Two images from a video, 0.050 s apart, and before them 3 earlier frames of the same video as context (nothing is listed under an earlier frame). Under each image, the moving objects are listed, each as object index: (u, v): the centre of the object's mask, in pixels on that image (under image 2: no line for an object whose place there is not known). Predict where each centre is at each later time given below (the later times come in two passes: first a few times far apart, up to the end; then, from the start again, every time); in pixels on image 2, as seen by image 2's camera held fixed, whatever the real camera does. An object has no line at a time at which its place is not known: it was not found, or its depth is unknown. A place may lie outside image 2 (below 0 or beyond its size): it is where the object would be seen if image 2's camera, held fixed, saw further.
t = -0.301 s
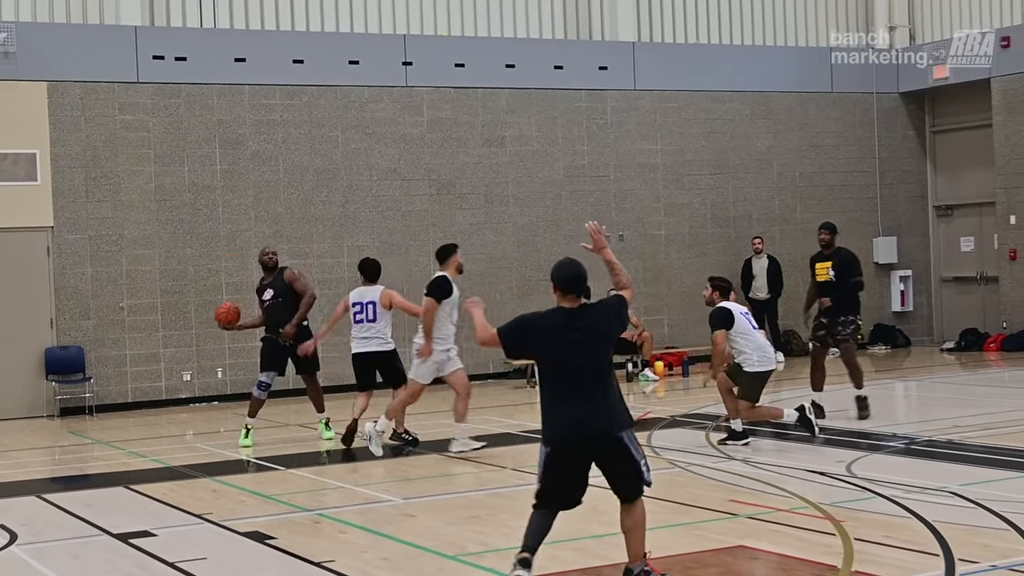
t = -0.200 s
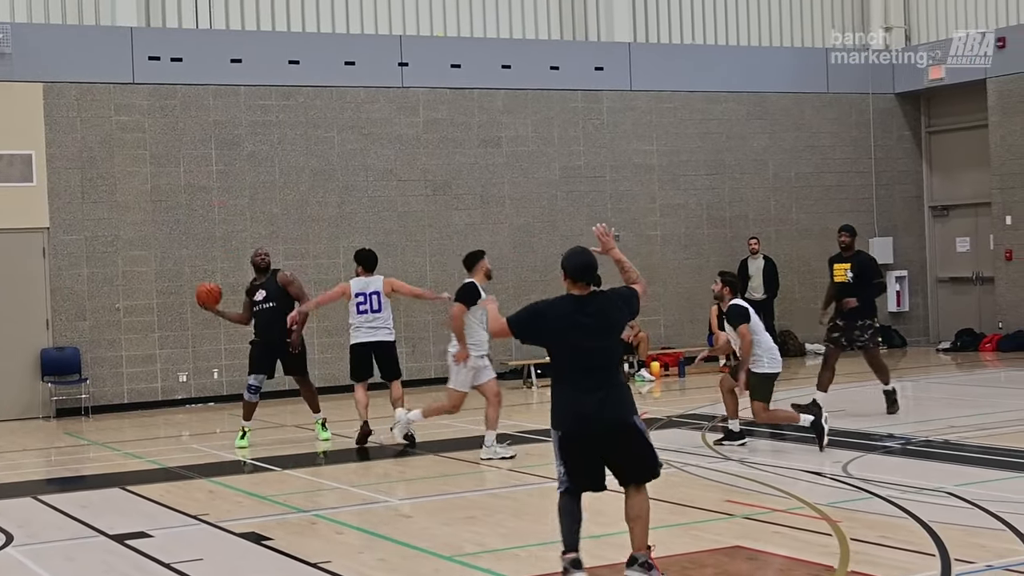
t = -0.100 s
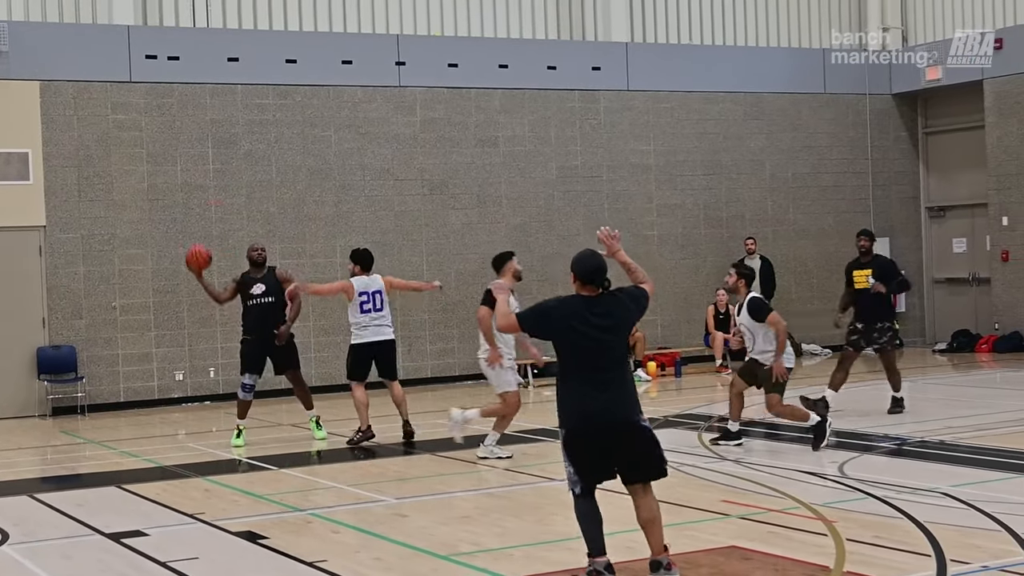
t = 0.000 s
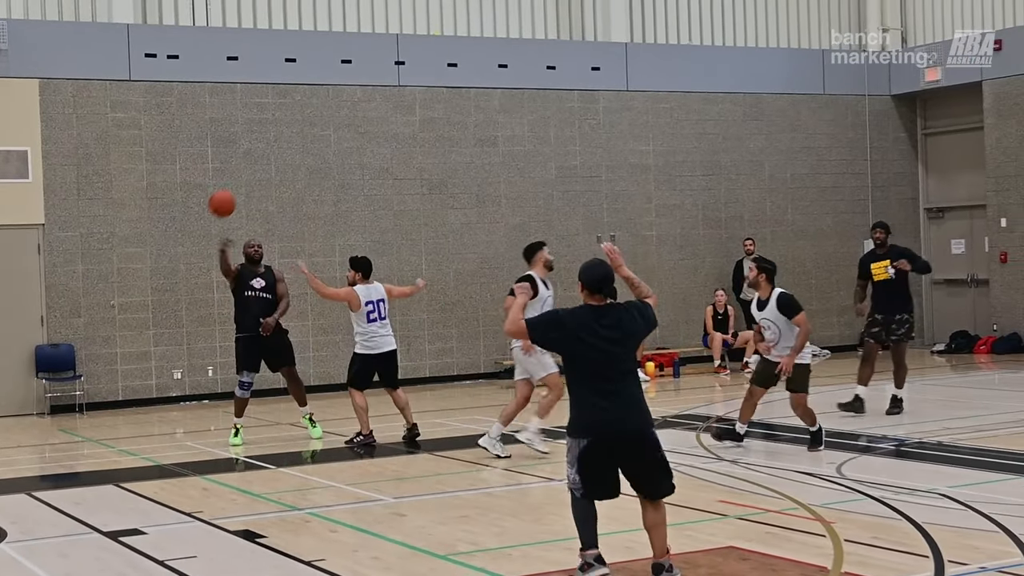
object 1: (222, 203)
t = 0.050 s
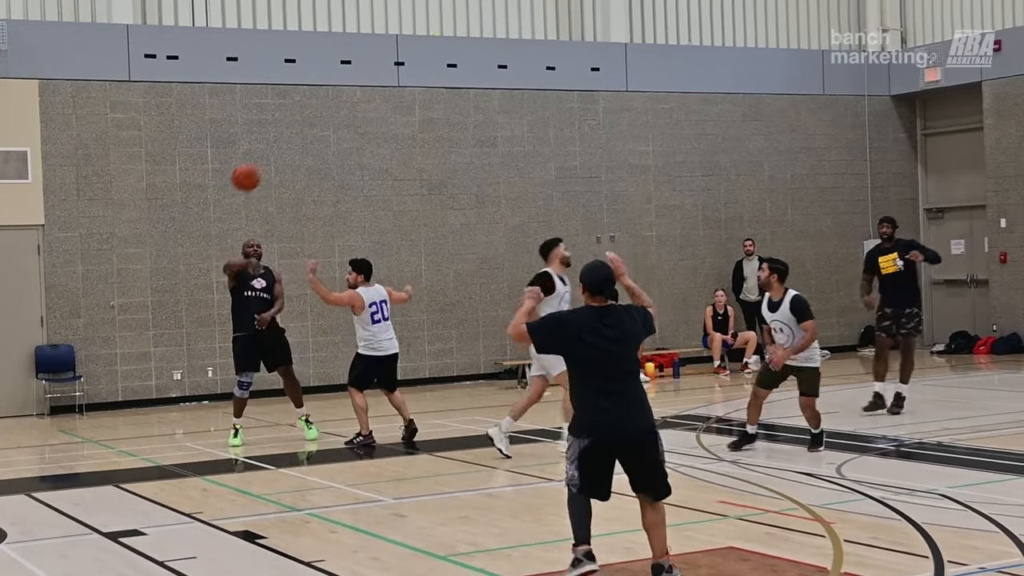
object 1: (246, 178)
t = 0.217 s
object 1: (337, 97)
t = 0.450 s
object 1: (497, 13)
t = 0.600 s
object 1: (630, -16)
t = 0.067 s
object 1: (254, 168)
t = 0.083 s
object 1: (263, 161)
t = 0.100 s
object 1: (271, 152)
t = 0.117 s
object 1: (280, 143)
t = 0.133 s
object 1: (289, 136)
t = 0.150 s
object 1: (298, 127)
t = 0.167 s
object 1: (308, 119)
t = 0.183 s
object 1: (317, 112)
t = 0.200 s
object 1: (327, 104)
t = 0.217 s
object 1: (337, 97)
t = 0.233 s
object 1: (347, 90)
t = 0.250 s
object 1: (357, 83)
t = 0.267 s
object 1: (367, 76)
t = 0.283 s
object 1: (378, 69)
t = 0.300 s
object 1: (389, 63)
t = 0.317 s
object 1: (400, 56)
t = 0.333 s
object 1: (411, 51)
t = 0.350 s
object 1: (423, 45)
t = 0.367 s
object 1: (435, 39)
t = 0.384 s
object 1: (447, 33)
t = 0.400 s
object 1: (459, 28)
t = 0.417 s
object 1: (471, 23)
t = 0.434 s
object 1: (484, 18)
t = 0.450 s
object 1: (497, 13)
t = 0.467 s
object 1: (510, 9)
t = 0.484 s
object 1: (524, 5)
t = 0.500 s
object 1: (538, 1)
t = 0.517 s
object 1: (552, -3)
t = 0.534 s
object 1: (567, -6)
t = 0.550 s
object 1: (582, -9)
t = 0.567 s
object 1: (598, -12)
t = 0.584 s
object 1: (614, -14)
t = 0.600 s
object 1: (630, -16)
